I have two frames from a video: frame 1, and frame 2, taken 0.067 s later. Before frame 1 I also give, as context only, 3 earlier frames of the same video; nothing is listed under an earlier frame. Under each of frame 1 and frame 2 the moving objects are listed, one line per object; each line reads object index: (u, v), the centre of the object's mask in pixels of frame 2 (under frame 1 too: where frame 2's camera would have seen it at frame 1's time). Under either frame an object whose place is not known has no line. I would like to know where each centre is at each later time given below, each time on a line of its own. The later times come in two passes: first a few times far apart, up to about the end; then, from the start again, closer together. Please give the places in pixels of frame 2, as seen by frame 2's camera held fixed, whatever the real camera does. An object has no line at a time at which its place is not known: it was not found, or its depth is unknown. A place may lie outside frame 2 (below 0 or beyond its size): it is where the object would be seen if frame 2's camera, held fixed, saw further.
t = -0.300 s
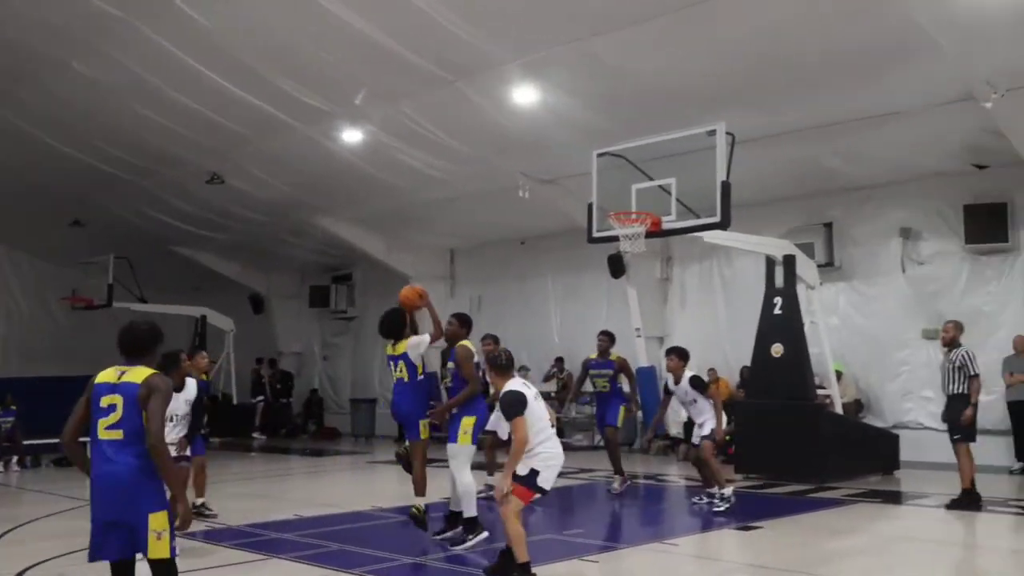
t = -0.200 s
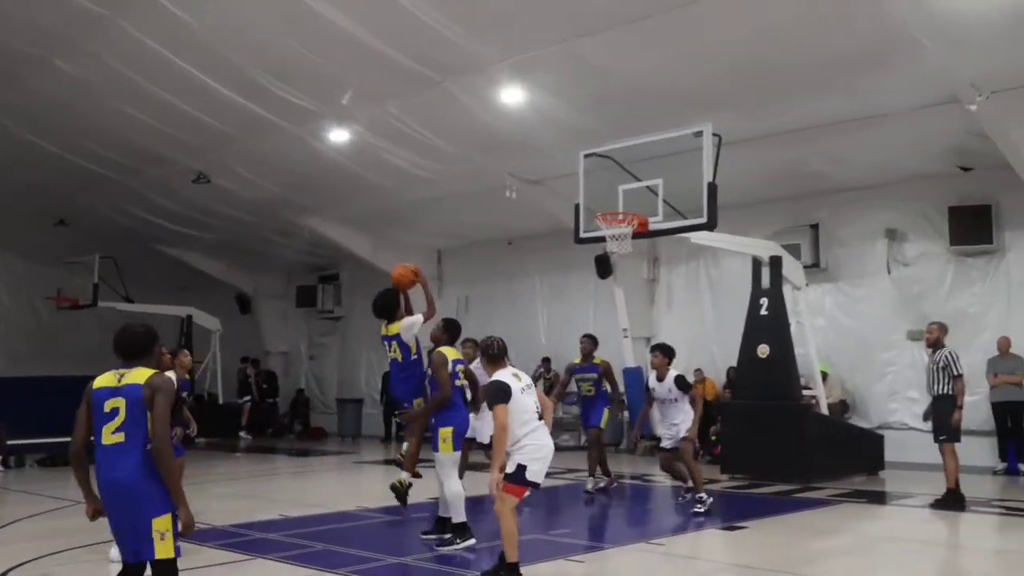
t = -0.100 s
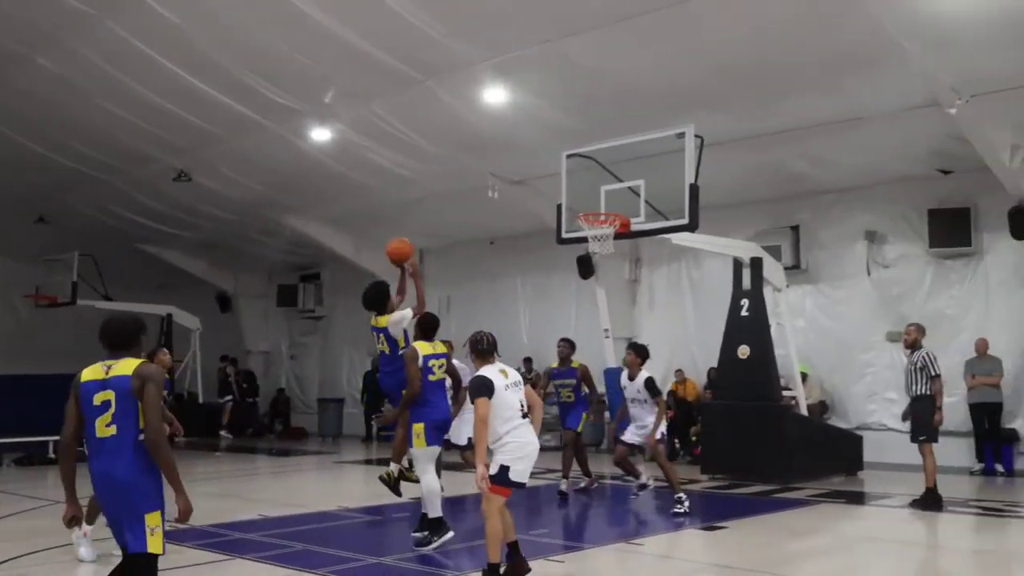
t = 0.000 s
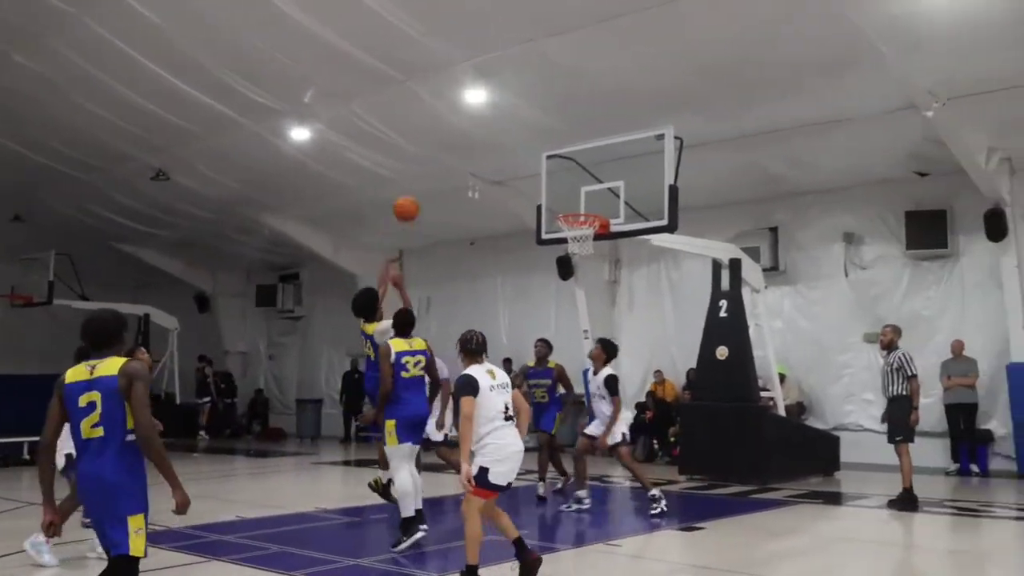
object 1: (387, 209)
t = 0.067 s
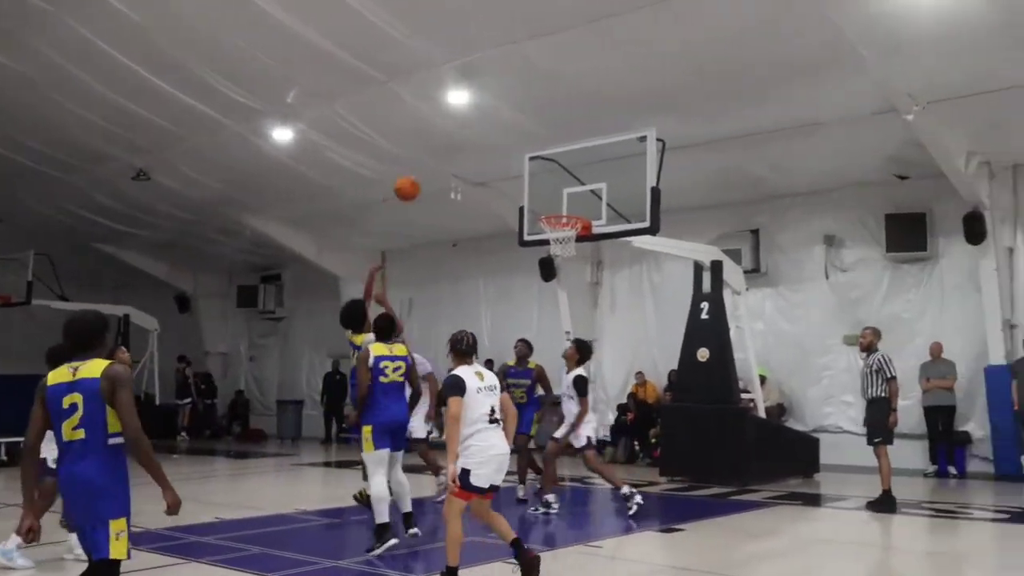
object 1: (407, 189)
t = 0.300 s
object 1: (467, 151)
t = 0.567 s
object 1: (527, 176)
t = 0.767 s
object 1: (560, 218)
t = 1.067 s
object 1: (562, 288)
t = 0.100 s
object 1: (417, 179)
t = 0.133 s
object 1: (426, 172)
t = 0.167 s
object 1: (434, 165)
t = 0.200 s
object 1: (443, 160)
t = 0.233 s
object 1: (451, 156)
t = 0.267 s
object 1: (459, 153)
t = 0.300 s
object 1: (467, 151)
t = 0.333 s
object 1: (475, 151)
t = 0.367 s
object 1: (483, 151)
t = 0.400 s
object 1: (491, 153)
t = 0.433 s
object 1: (498, 155)
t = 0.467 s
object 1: (507, 159)
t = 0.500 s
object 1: (513, 164)
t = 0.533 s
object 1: (520, 169)
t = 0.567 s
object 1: (527, 176)
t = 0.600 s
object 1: (534, 184)
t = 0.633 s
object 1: (540, 192)
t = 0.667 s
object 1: (547, 202)
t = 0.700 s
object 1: (554, 209)
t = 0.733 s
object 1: (560, 212)
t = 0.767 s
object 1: (560, 218)
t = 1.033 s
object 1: (565, 278)
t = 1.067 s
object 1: (562, 288)
